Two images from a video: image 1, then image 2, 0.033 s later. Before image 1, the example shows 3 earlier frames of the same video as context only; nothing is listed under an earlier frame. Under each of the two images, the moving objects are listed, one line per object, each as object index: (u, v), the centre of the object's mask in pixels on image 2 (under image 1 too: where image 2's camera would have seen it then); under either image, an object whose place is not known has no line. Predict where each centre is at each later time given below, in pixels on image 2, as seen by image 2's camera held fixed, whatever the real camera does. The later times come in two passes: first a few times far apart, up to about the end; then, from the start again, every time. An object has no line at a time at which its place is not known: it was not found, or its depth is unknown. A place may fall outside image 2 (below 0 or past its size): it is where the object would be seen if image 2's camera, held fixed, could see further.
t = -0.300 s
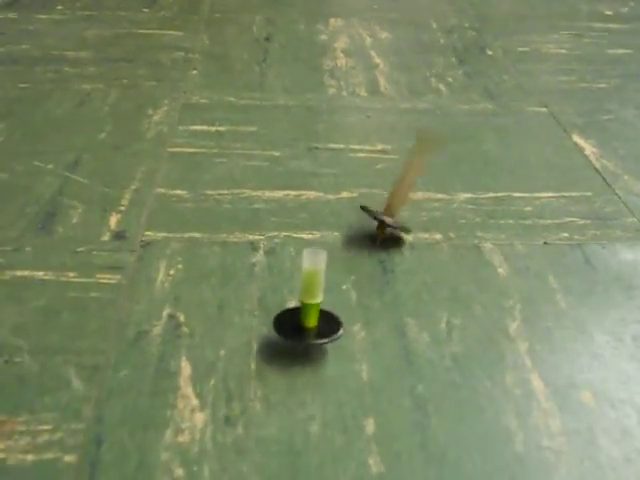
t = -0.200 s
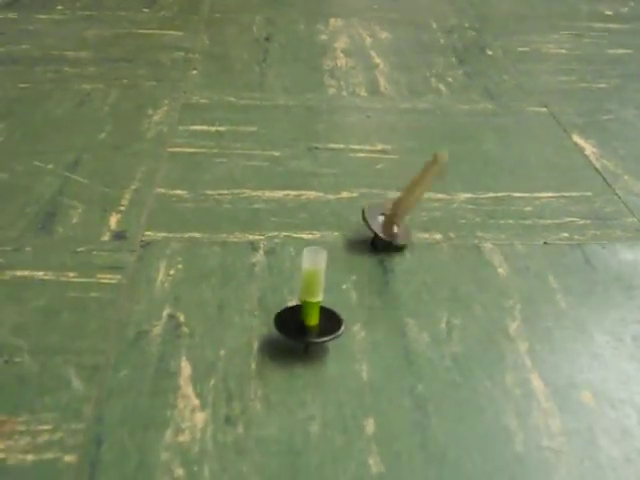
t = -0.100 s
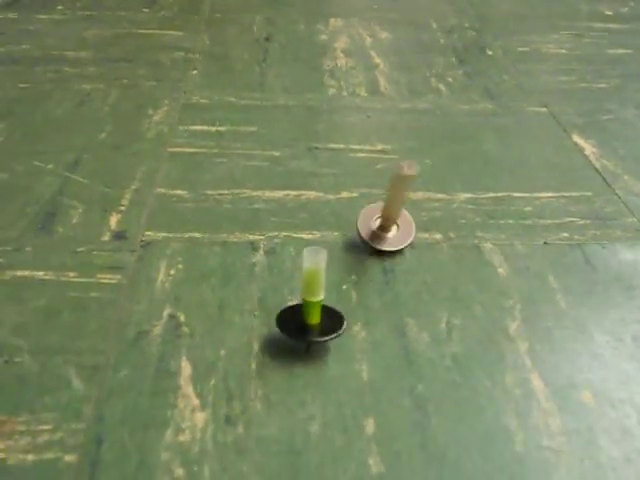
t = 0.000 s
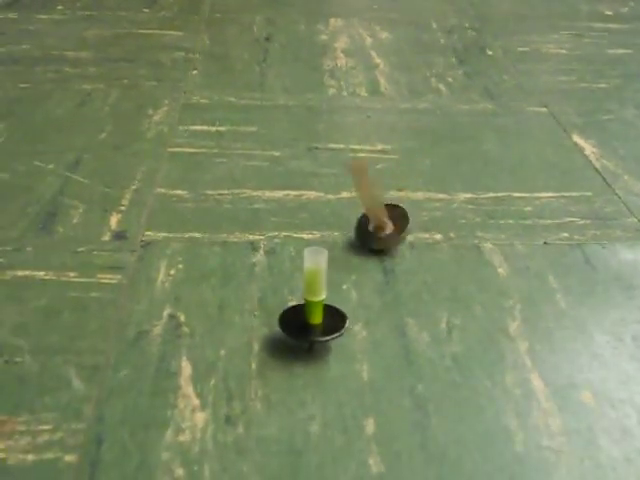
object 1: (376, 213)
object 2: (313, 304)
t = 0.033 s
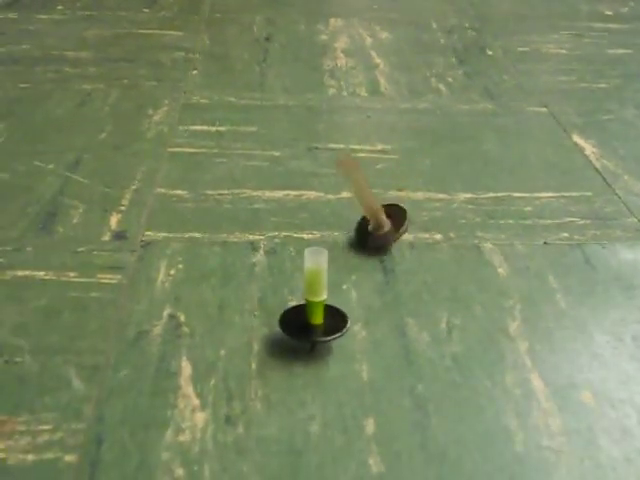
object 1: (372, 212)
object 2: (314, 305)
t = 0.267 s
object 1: (382, 194)
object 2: (316, 305)
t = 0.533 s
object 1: (397, 211)
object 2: (317, 306)
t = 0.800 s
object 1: (366, 207)
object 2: (316, 306)
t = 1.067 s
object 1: (405, 196)
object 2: (314, 306)
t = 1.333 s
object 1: (379, 221)
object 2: (316, 304)
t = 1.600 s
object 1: (368, 219)
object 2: (321, 304)
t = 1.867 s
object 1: (360, 244)
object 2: (326, 305)
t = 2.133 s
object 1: (358, 310)
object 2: (303, 317)
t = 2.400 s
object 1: (461, 364)
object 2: (291, 321)
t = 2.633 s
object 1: (402, 326)
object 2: (285, 320)
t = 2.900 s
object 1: (484, 354)
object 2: (286, 318)
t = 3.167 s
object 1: (400, 333)
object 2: (295, 316)
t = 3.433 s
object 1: (471, 361)
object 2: (299, 317)
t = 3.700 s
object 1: (438, 316)
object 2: (296, 319)
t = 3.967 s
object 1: (410, 358)
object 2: (290, 318)
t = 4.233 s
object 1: (480, 359)
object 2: (291, 318)
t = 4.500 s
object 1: (441, 312)
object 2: (300, 317)
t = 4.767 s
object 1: (391, 324)
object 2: (304, 318)
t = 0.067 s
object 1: (367, 206)
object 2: (315, 305)
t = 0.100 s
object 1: (366, 205)
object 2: (315, 305)
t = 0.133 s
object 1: (365, 203)
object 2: (316, 305)
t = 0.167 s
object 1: (366, 194)
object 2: (316, 305)
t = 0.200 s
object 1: (371, 194)
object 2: (316, 305)
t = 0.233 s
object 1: (377, 195)
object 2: (316, 305)
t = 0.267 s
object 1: (382, 194)
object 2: (316, 305)
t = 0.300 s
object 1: (388, 195)
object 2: (317, 305)
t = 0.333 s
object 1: (394, 193)
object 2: (317, 305)
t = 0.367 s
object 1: (399, 194)
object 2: (317, 305)
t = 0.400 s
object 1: (405, 193)
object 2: (317, 305)
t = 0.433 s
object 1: (404, 201)
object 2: (317, 305)
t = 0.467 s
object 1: (402, 207)
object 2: (317, 306)
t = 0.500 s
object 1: (402, 210)
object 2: (317, 306)
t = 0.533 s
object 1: (397, 211)
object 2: (317, 306)
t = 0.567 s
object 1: (391, 214)
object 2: (317, 306)
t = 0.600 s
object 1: (386, 215)
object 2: (317, 306)
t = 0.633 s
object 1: (380, 216)
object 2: (317, 306)
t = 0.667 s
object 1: (376, 214)
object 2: (317, 306)
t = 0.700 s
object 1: (371, 211)
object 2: (316, 306)
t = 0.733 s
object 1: (370, 213)
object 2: (317, 306)
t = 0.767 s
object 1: (367, 209)
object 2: (317, 306)
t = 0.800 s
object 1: (366, 207)
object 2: (316, 306)
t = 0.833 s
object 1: (367, 205)
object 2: (316, 306)
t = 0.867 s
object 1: (370, 196)
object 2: (315, 306)
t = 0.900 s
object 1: (375, 197)
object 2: (314, 306)
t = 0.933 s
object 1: (381, 198)
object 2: (314, 306)
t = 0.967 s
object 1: (388, 194)
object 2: (314, 306)
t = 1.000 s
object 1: (393, 195)
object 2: (314, 306)
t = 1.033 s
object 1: (401, 193)
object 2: (314, 306)
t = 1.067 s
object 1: (405, 196)
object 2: (314, 306)
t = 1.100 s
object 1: (403, 204)
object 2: (314, 306)
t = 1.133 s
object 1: (401, 208)
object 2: (314, 306)
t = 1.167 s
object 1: (400, 212)
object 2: (314, 305)
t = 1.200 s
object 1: (400, 215)
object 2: (315, 305)
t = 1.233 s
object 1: (395, 215)
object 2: (315, 305)
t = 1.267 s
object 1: (390, 219)
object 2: (315, 305)
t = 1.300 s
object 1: (386, 221)
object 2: (316, 304)
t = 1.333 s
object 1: (379, 221)
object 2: (316, 304)
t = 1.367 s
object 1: (378, 222)
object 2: (317, 304)
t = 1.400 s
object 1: (375, 222)
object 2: (318, 304)
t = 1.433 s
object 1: (371, 217)
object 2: (318, 304)
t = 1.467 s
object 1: (371, 216)
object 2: (319, 304)
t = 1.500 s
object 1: (370, 217)
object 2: (320, 304)
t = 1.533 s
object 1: (368, 218)
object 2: (321, 304)
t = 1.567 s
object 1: (367, 218)
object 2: (321, 304)
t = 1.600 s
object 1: (368, 219)
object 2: (321, 304)
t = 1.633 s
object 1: (369, 220)
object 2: (322, 304)
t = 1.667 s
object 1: (370, 222)
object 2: (323, 305)
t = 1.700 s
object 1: (370, 223)
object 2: (323, 304)
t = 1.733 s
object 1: (370, 226)
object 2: (324, 304)
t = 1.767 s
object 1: (368, 228)
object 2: (324, 305)
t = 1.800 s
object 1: (366, 230)
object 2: (325, 305)
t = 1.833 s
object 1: (362, 237)
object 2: (325, 305)
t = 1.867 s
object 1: (360, 244)
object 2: (326, 305)
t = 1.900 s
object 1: (354, 244)
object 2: (326, 305)
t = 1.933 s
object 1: (352, 255)
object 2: (326, 305)
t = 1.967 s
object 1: (346, 261)
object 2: (326, 306)
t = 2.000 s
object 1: (347, 271)
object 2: (325, 306)
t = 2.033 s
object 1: (343, 277)
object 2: (325, 306)
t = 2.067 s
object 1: (361, 302)
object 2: (326, 307)
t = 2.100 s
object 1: (362, 312)
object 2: (314, 315)
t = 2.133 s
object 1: (358, 310)
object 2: (303, 317)
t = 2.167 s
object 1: (363, 314)
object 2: (297, 321)
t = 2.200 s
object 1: (371, 323)
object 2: (295, 320)
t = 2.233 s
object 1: (377, 332)
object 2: (295, 320)
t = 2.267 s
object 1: (386, 343)
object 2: (294, 321)
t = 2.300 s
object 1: (399, 354)
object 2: (293, 321)
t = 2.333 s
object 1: (421, 369)
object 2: (293, 321)
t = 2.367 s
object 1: (439, 375)
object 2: (291, 321)
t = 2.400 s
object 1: (461, 364)
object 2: (291, 321)
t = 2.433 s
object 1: (481, 355)
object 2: (289, 320)
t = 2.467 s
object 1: (487, 342)
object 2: (288, 321)
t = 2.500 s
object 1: (477, 330)
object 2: (287, 321)
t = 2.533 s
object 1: (461, 314)
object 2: (286, 321)
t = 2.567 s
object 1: (436, 306)
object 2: (286, 321)
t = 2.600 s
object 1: (415, 317)
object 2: (285, 321)
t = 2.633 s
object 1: (402, 326)
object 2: (285, 320)
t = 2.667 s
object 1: (392, 323)
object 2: (284, 320)
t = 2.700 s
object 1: (386, 330)
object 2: (284, 320)
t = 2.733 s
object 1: (393, 341)
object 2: (284, 320)
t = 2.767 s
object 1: (424, 368)
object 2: (284, 320)
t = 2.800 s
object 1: (437, 374)
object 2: (284, 319)
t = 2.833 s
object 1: (455, 370)
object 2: (284, 318)
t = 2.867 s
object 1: (473, 363)
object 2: (285, 318)
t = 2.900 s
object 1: (484, 354)
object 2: (286, 318)
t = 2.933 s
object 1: (492, 334)
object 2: (287, 318)
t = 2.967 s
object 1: (490, 320)
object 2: (288, 317)
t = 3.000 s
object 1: (470, 325)
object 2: (289, 317)
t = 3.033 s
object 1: (456, 314)
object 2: (290, 316)
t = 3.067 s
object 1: (439, 312)
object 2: (291, 316)
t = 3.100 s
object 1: (421, 312)
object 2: (293, 316)
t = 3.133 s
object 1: (405, 320)
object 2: (294, 316)
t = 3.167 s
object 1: (400, 333)
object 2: (295, 316)
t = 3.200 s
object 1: (386, 319)
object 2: (295, 316)
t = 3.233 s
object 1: (386, 333)
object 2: (296, 316)
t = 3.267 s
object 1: (392, 338)
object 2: (297, 316)
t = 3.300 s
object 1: (410, 351)
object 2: (298, 316)
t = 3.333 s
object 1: (433, 372)
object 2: (299, 317)
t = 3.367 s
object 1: (444, 370)
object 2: (299, 316)
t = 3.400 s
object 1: (458, 365)
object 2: (299, 317)
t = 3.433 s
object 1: (471, 361)
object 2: (299, 317)
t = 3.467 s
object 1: (481, 356)
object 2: (300, 318)
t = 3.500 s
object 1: (487, 349)
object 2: (299, 318)
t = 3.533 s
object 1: (488, 342)
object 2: (299, 319)
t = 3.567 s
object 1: (489, 330)
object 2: (299, 319)
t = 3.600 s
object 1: (480, 323)
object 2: (299, 318)
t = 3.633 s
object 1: (470, 316)
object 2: (298, 319)
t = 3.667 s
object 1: (453, 316)
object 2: (297, 319)
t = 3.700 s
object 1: (438, 316)
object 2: (296, 319)
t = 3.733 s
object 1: (423, 312)
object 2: (296, 319)
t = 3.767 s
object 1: (410, 317)
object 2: (294, 319)
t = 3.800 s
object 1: (403, 326)
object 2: (294, 318)
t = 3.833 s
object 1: (392, 320)
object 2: (292, 319)
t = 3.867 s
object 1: (390, 328)
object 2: (292, 318)
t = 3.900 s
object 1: (400, 346)
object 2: (291, 318)
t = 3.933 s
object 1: (403, 350)
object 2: (291, 318)
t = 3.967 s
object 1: (410, 358)
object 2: (290, 318)
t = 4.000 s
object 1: (416, 360)
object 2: (290, 318)
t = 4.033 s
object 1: (426, 368)
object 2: (290, 318)
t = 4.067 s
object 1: (434, 370)
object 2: (290, 318)
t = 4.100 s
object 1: (441, 372)
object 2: (290, 318)
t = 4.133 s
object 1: (451, 370)
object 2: (290, 318)
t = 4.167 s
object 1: (458, 369)
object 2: (290, 318)
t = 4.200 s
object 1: (470, 363)
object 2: (291, 318)
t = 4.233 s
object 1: (480, 359)
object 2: (291, 318)
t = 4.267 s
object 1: (486, 353)
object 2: (292, 317)
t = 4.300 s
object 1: (489, 348)
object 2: (293, 317)
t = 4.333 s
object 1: (493, 335)
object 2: (294, 317)
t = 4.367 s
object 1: (490, 322)
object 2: (295, 317)
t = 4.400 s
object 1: (476, 324)
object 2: (296, 317)
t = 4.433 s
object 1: (465, 318)
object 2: (297, 317)
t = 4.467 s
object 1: (453, 315)
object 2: (299, 317)
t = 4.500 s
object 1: (441, 312)
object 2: (300, 317)
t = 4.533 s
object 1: (431, 311)
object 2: (301, 317)
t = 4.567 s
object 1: (422, 315)
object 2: (302, 318)
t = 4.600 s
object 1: (413, 317)
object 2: (303, 317)
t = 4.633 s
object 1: (407, 321)
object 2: (303, 318)
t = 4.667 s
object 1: (406, 328)
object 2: (304, 318)
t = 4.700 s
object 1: (405, 334)
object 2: (303, 318)
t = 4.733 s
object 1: (394, 326)
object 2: (304, 318)
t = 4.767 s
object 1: (391, 324)
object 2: (304, 318)
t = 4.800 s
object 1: (389, 325)
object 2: (303, 319)
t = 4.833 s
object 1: (387, 330)
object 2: (304, 318)
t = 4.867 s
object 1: (381, 324)
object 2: (303, 319)
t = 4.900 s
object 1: (402, 350)
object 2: (302, 319)
